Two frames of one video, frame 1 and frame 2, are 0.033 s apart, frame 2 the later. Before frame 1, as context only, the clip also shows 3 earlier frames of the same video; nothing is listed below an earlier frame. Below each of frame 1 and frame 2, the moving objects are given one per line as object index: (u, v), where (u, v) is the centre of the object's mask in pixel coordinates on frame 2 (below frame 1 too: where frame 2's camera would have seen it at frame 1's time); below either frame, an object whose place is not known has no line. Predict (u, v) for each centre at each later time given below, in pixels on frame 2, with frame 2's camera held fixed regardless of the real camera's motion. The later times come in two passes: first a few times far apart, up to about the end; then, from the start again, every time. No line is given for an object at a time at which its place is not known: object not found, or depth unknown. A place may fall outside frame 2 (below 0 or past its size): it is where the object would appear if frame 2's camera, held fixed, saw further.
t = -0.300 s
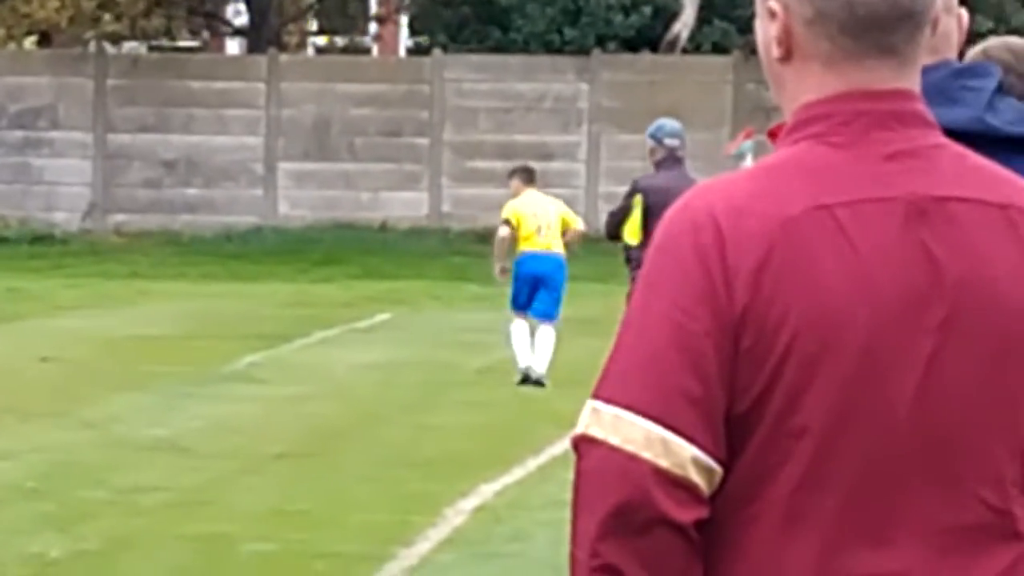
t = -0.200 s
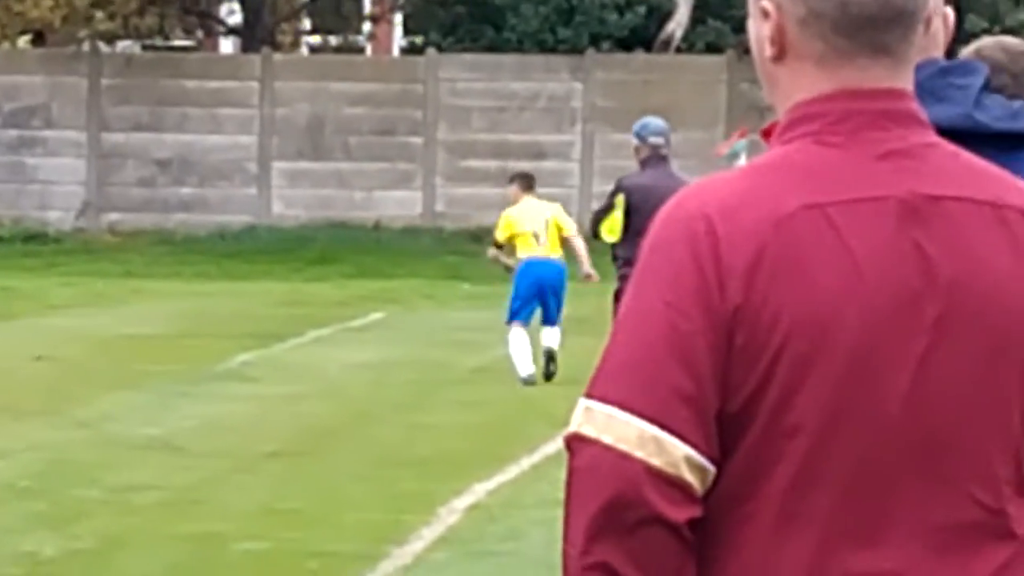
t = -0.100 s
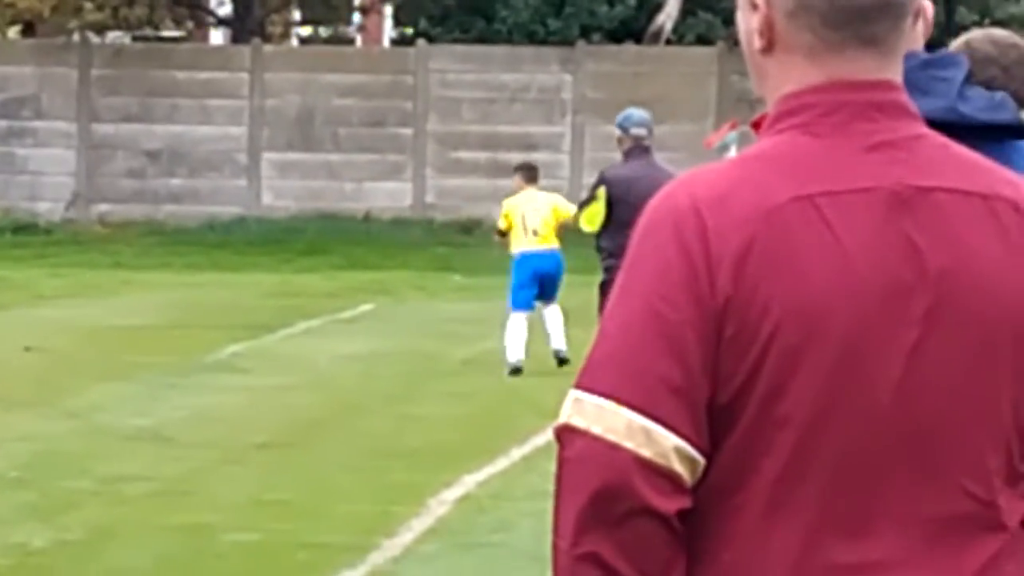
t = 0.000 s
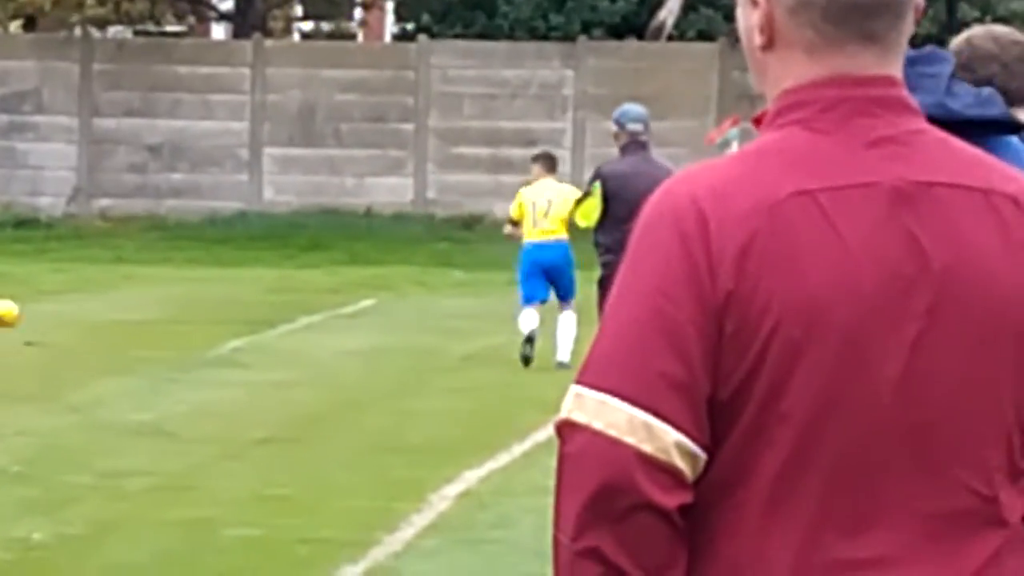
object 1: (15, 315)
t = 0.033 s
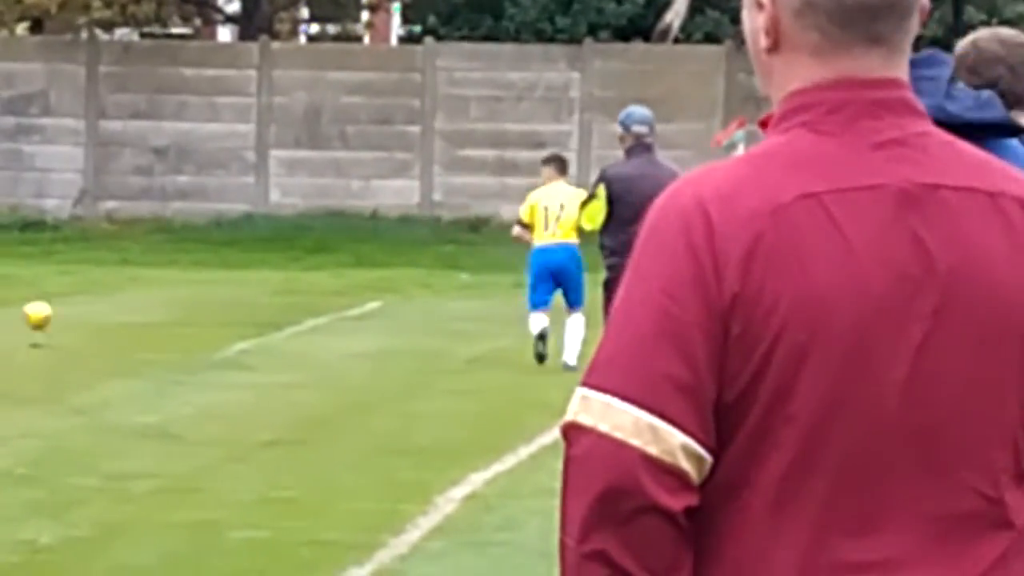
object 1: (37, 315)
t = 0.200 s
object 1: (162, 323)
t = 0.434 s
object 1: (312, 328)
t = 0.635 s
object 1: (430, 334)
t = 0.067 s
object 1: (63, 316)
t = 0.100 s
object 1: (89, 318)
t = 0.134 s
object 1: (114, 321)
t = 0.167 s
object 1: (139, 324)
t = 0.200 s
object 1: (162, 323)
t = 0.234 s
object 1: (184, 324)
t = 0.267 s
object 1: (208, 325)
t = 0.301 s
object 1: (230, 327)
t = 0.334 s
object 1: (251, 328)
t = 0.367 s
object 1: (271, 328)
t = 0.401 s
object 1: (292, 328)
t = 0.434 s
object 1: (312, 328)
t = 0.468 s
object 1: (333, 329)
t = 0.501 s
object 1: (352, 331)
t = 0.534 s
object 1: (372, 333)
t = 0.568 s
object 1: (392, 333)
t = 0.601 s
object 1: (411, 332)
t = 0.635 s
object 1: (430, 334)
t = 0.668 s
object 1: (449, 336)
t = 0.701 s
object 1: (469, 338)
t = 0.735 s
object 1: (488, 337)
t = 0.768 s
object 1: (506, 338)
